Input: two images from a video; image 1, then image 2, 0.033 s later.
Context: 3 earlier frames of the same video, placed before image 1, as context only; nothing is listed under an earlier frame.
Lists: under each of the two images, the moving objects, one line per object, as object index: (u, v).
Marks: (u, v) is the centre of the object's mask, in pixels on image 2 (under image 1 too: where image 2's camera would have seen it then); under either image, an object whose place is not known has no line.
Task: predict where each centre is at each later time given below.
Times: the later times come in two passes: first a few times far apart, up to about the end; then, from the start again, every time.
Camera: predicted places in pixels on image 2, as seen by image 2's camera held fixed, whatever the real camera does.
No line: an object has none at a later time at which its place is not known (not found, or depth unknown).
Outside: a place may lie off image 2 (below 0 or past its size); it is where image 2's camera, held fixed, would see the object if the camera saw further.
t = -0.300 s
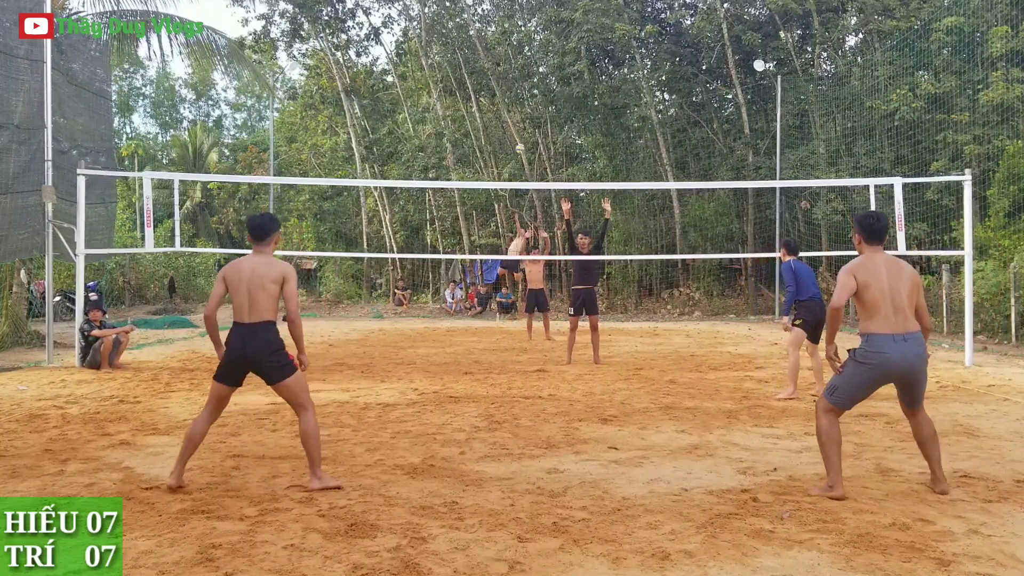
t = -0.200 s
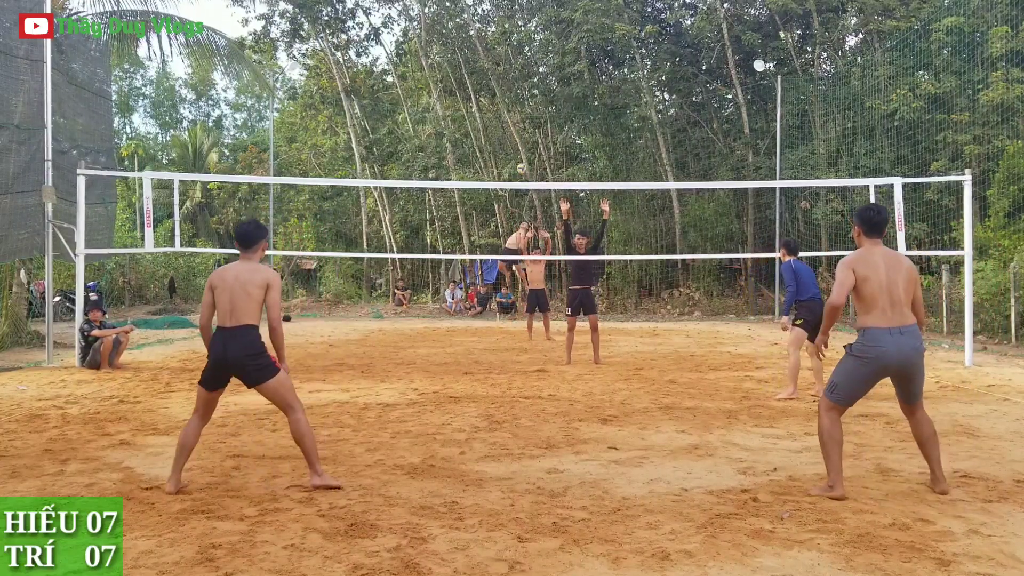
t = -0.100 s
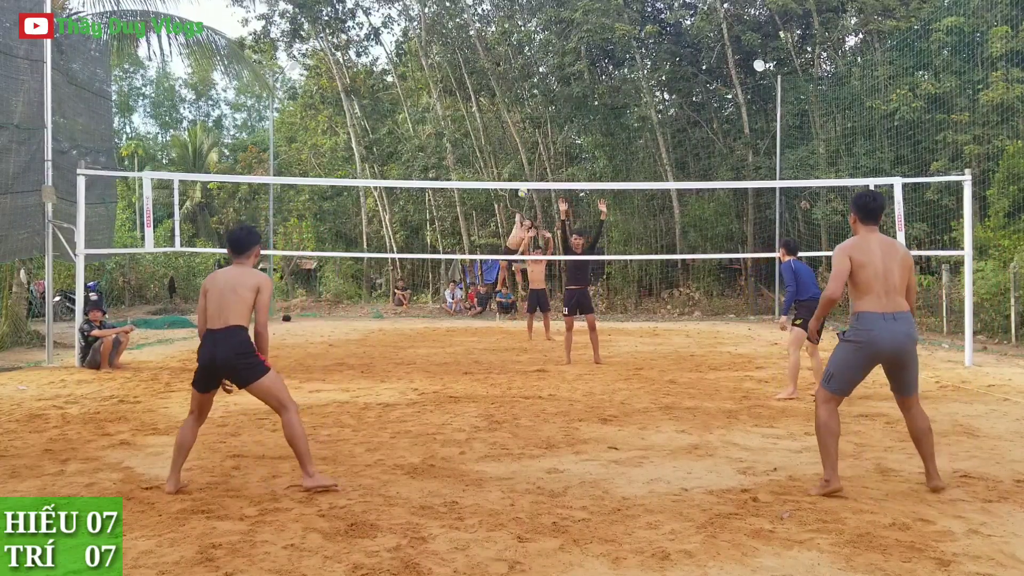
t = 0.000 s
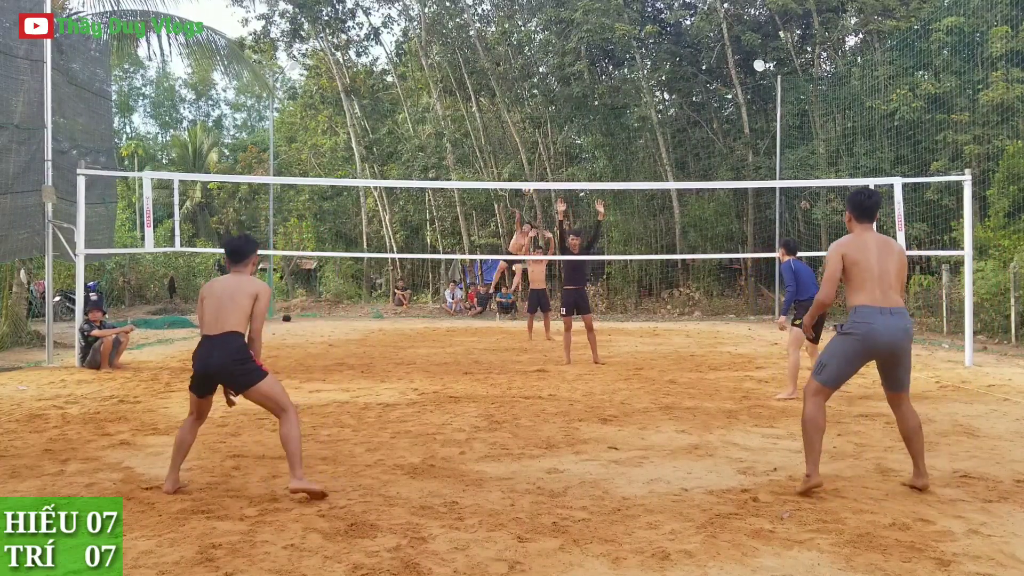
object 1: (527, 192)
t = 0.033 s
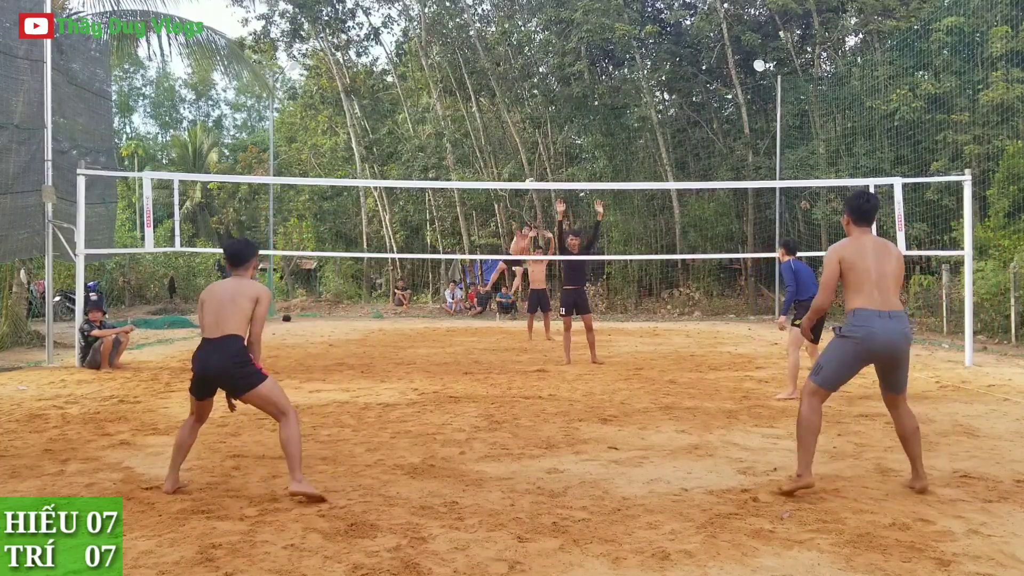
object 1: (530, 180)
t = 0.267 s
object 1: (570, 162)
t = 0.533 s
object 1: (711, 255)
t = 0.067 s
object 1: (533, 177)
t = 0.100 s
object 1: (538, 172)
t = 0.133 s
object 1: (542, 168)
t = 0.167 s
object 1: (548, 165)
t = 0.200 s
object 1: (555, 164)
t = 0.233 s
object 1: (562, 163)
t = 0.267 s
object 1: (570, 162)
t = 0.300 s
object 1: (580, 164)
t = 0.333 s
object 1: (591, 169)
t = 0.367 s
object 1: (604, 174)
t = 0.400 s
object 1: (619, 182)
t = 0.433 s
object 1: (637, 195)
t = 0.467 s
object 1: (657, 210)
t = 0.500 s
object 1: (682, 229)
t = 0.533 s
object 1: (711, 255)
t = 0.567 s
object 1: (747, 289)
